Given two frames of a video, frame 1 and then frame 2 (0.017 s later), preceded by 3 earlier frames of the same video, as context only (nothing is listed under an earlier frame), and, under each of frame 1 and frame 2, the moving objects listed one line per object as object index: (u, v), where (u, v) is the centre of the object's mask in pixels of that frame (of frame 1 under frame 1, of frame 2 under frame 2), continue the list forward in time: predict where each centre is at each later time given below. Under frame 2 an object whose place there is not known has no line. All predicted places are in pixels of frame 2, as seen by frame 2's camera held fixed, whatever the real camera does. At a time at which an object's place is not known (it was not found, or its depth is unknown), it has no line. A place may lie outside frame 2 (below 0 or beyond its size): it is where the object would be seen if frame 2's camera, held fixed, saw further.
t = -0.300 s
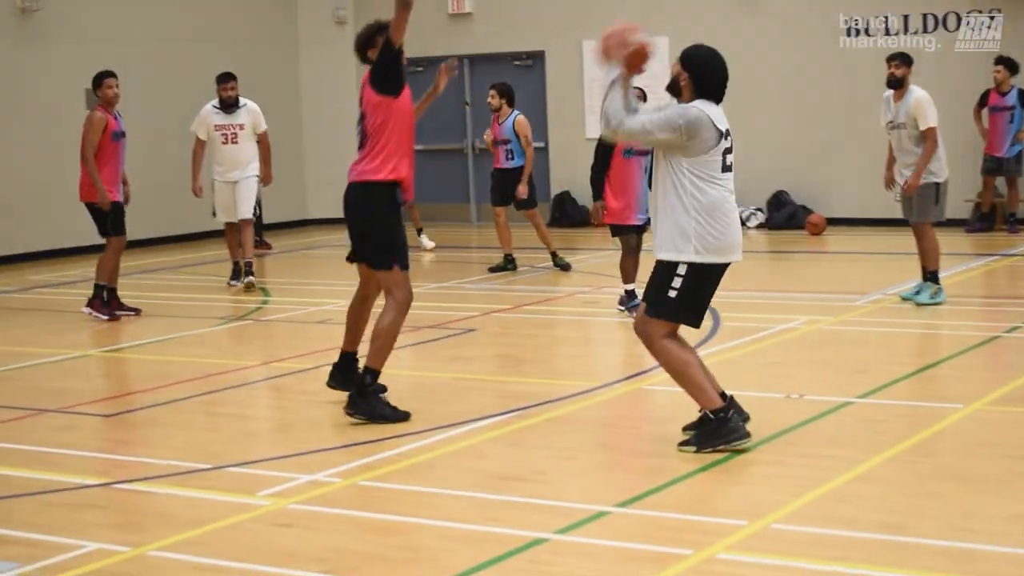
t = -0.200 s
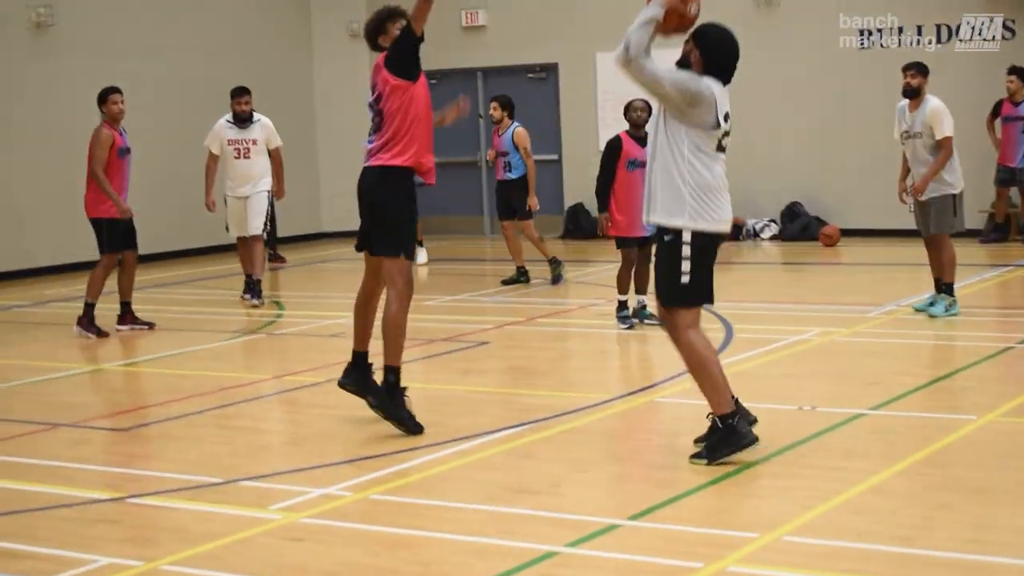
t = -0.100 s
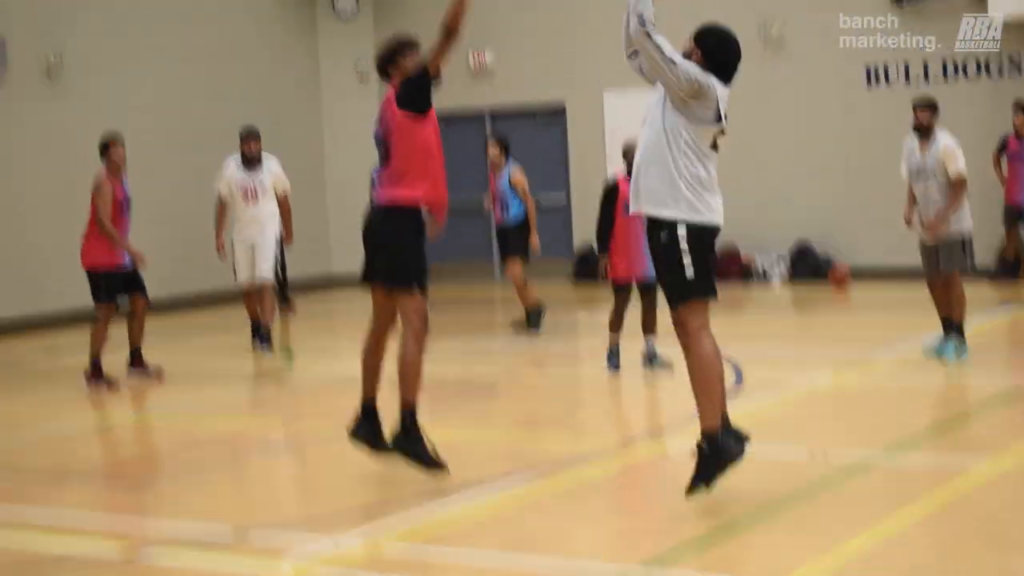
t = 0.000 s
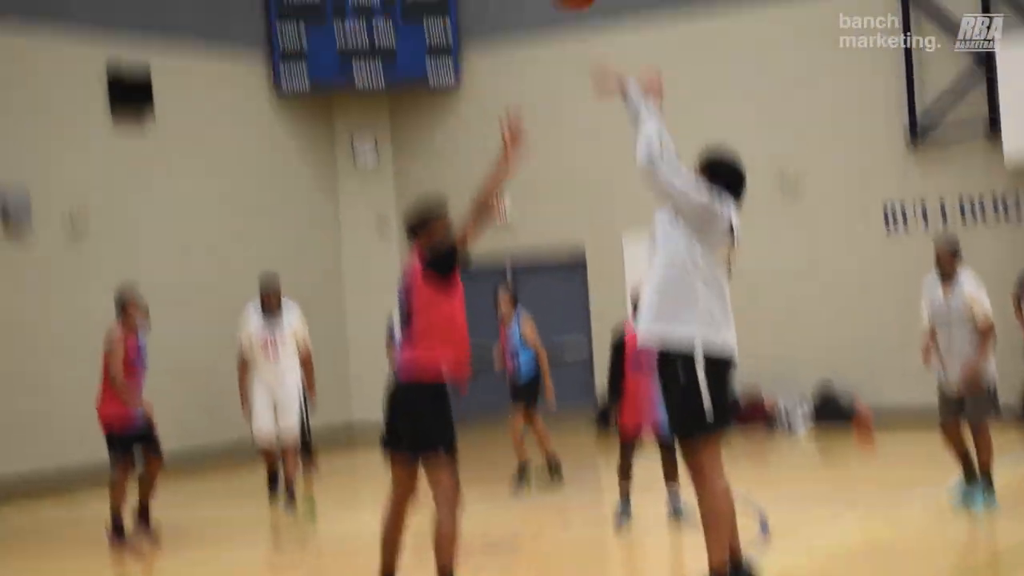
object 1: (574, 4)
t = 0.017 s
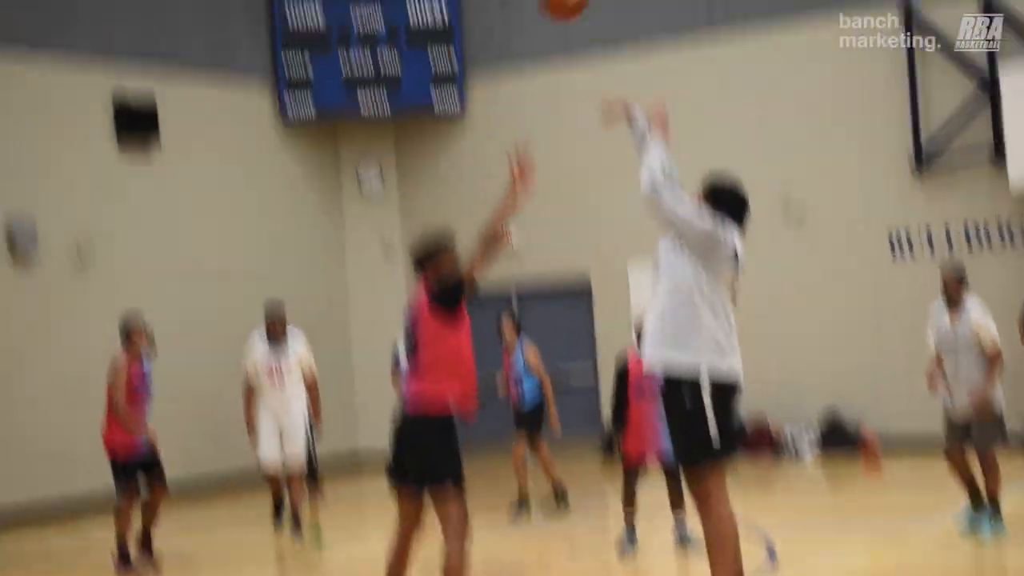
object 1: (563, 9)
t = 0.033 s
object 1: (545, -14)
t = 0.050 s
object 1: (529, -35)
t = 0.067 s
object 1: (514, -54)
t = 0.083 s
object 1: (498, -70)
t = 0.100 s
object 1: (483, -84)
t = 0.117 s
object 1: (468, -99)
